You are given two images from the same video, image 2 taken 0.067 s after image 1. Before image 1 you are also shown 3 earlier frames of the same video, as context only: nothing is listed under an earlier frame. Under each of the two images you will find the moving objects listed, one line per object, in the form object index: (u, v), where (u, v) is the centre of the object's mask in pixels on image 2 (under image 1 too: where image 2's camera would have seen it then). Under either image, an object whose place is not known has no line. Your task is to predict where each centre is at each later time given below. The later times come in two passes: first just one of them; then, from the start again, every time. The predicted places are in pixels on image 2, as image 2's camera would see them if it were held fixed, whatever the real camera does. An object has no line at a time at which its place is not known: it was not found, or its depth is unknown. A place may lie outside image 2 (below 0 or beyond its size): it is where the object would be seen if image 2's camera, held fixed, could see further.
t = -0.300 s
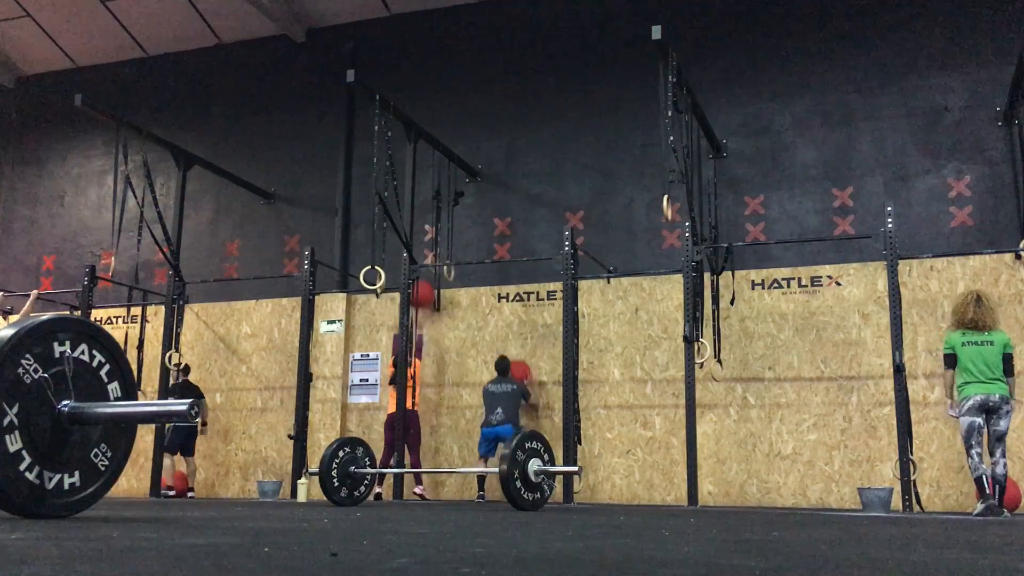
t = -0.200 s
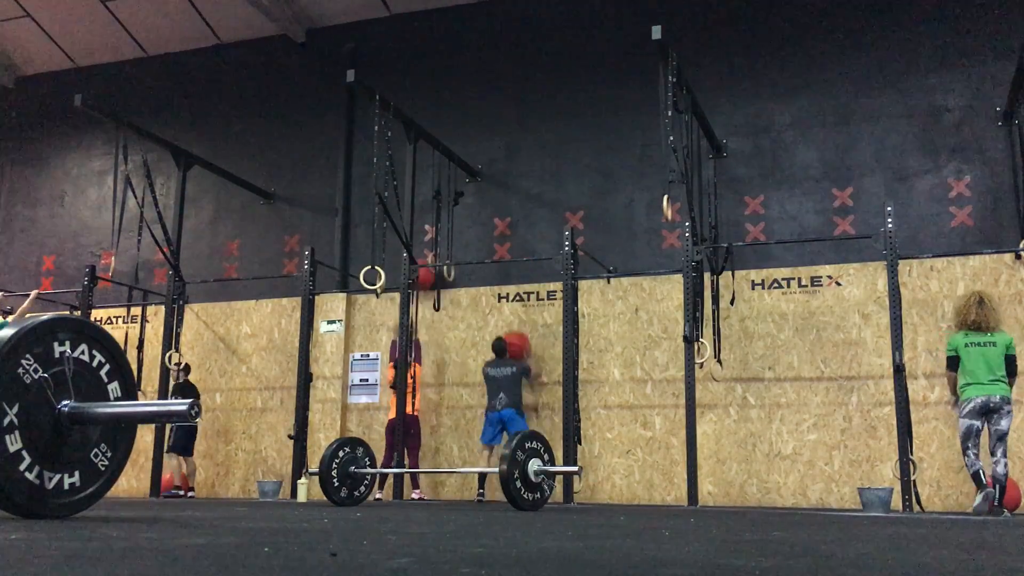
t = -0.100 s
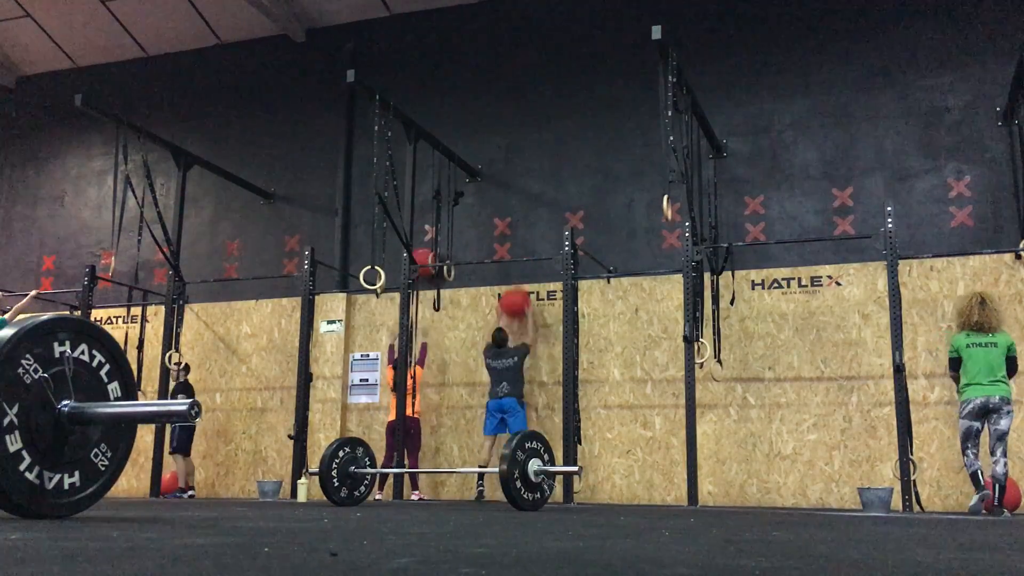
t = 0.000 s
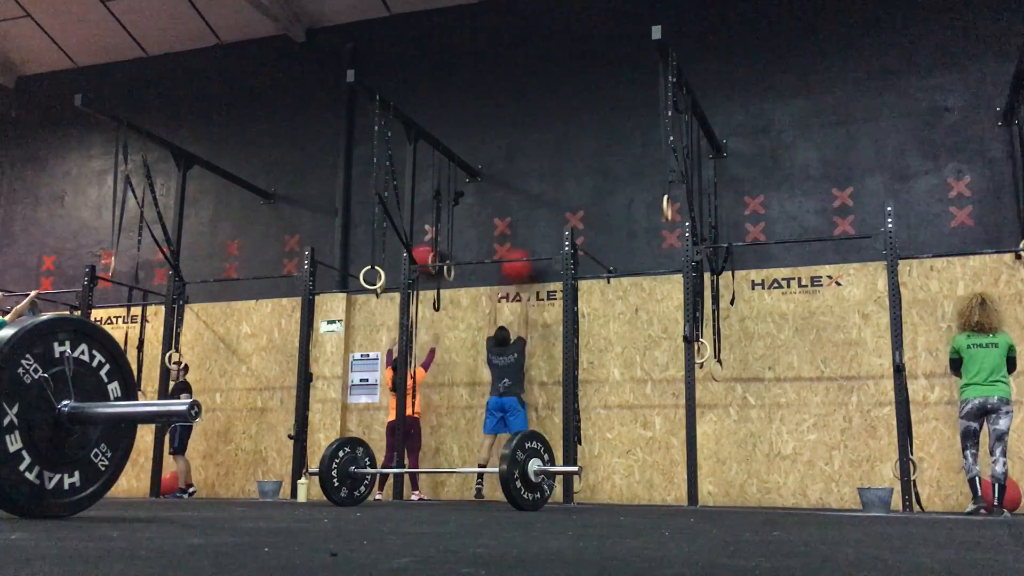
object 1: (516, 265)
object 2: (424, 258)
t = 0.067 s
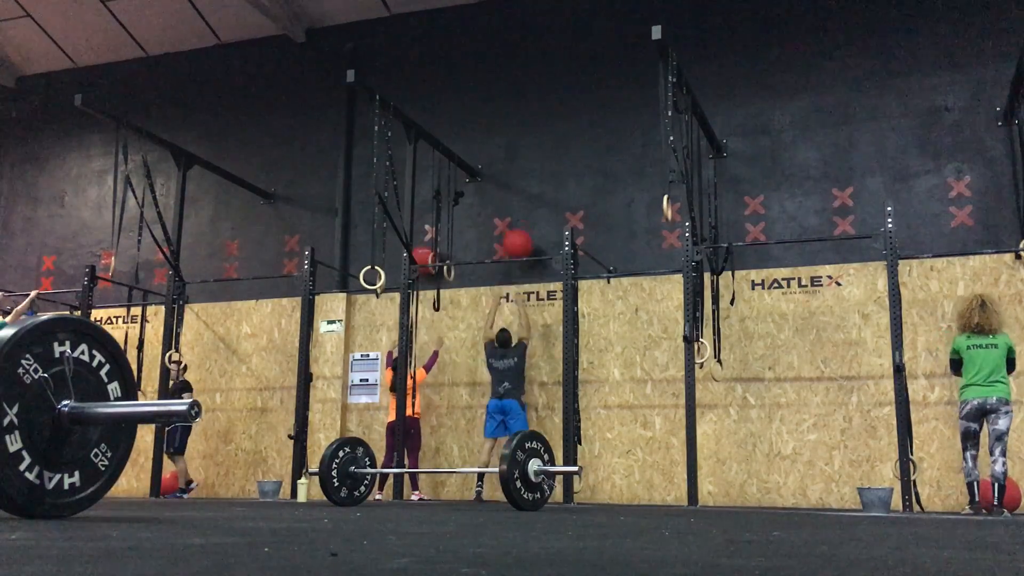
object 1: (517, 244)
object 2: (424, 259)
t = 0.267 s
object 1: (520, 205)
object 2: (424, 288)
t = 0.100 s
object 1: (518, 235)
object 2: (425, 261)
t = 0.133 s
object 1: (518, 227)
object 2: (425, 265)
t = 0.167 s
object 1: (519, 220)
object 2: (425, 271)
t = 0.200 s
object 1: (519, 214)
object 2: (426, 278)
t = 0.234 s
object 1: (519, 209)
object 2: (426, 282)
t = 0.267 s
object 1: (520, 205)
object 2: (424, 288)
